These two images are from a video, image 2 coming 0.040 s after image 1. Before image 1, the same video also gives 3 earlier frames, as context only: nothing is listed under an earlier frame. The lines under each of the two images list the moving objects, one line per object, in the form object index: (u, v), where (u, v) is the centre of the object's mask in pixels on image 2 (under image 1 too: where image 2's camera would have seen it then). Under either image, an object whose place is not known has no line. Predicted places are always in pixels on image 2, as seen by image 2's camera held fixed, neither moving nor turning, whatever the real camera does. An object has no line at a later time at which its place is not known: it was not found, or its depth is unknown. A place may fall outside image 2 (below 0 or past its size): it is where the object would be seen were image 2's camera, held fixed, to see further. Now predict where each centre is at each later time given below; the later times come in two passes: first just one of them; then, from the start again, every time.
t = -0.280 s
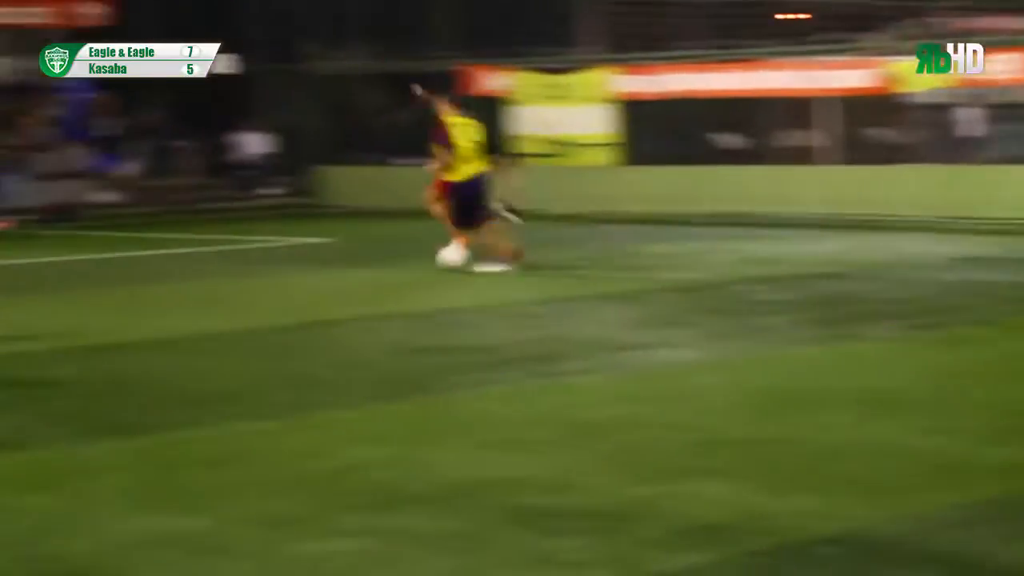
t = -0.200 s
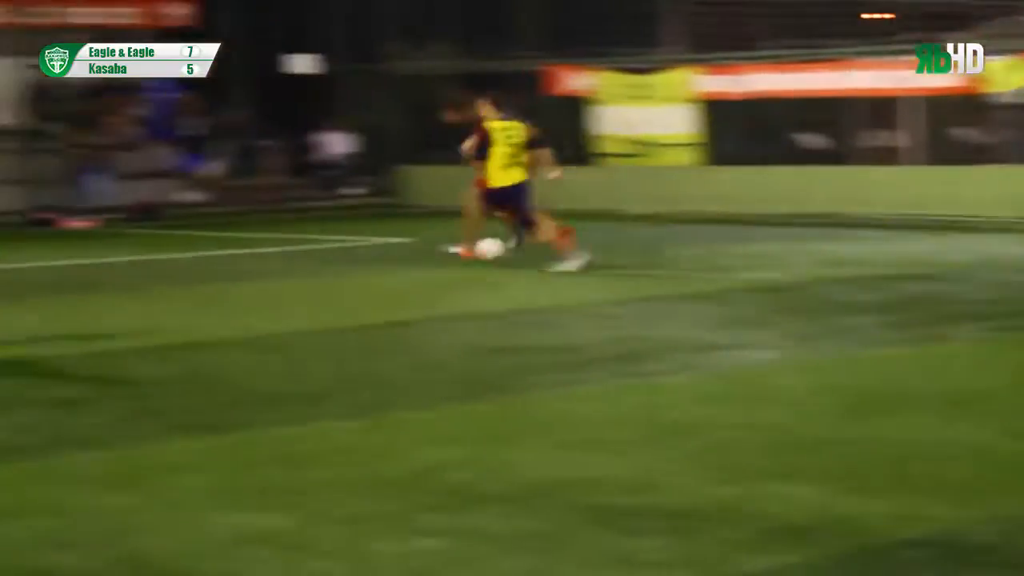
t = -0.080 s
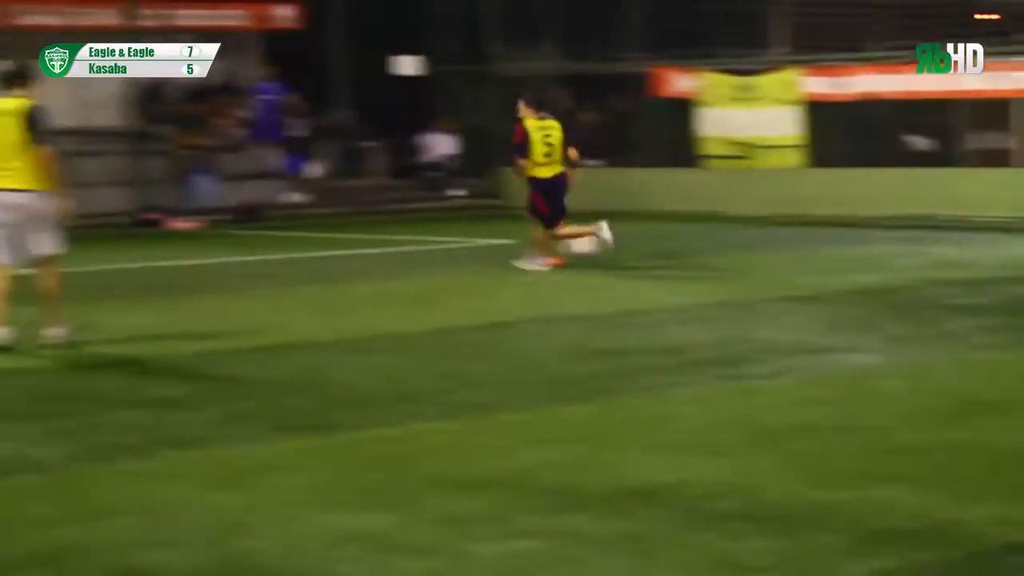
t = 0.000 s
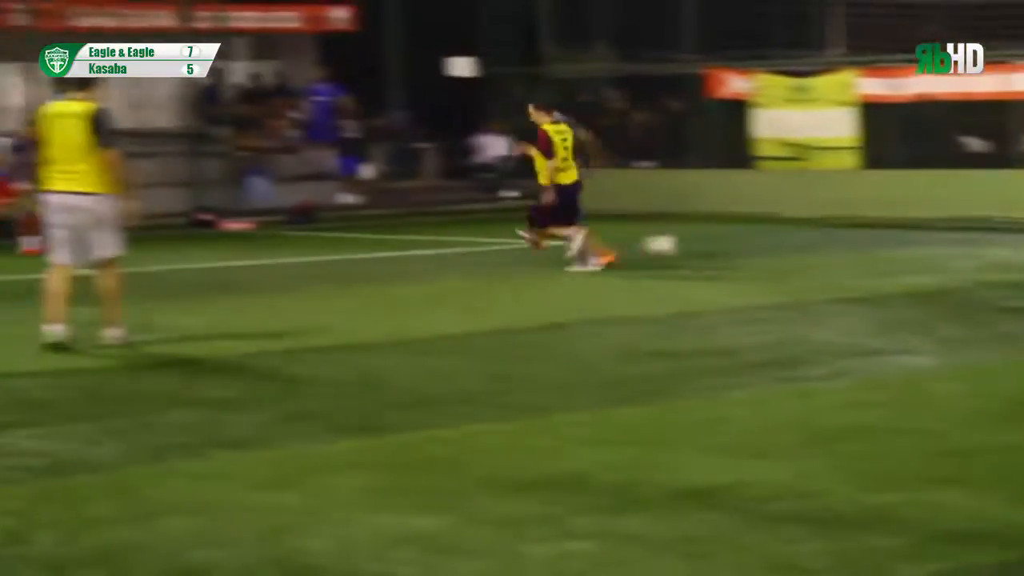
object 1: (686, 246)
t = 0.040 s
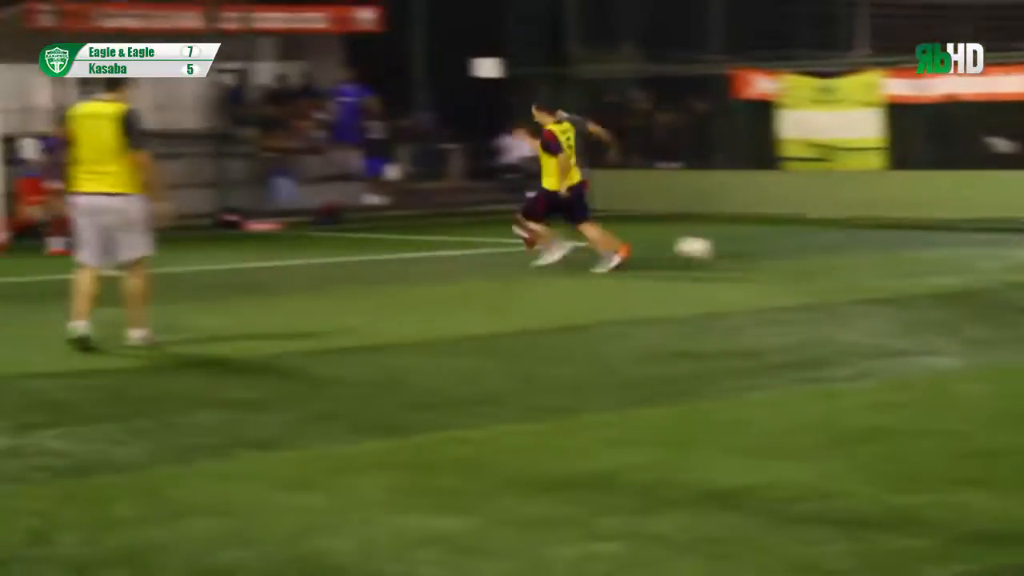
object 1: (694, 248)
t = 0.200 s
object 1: (730, 251)
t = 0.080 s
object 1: (706, 251)
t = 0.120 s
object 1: (718, 256)
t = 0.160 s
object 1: (725, 255)
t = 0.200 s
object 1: (730, 251)
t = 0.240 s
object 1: (735, 250)
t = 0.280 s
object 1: (741, 250)
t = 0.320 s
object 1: (747, 252)
